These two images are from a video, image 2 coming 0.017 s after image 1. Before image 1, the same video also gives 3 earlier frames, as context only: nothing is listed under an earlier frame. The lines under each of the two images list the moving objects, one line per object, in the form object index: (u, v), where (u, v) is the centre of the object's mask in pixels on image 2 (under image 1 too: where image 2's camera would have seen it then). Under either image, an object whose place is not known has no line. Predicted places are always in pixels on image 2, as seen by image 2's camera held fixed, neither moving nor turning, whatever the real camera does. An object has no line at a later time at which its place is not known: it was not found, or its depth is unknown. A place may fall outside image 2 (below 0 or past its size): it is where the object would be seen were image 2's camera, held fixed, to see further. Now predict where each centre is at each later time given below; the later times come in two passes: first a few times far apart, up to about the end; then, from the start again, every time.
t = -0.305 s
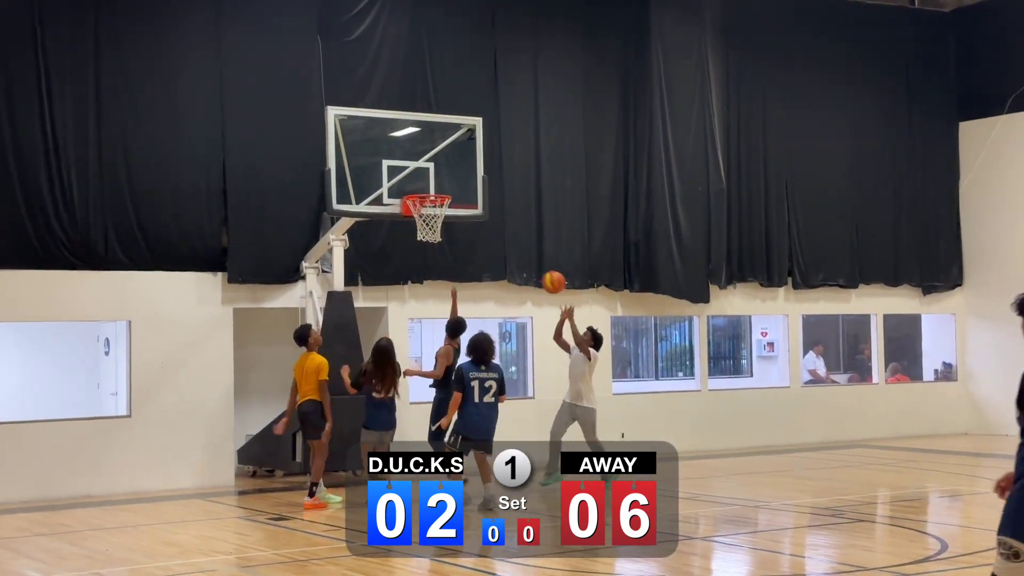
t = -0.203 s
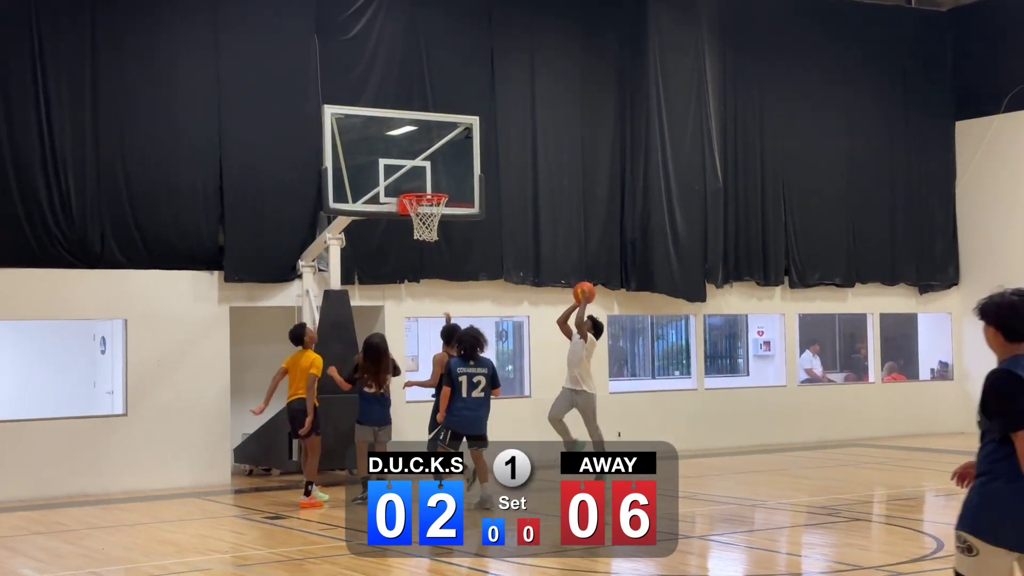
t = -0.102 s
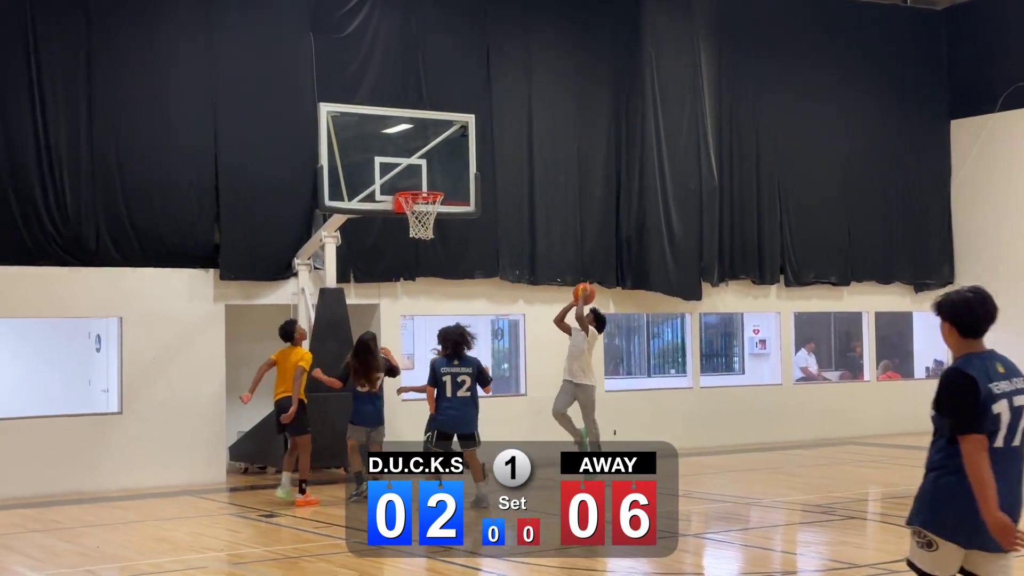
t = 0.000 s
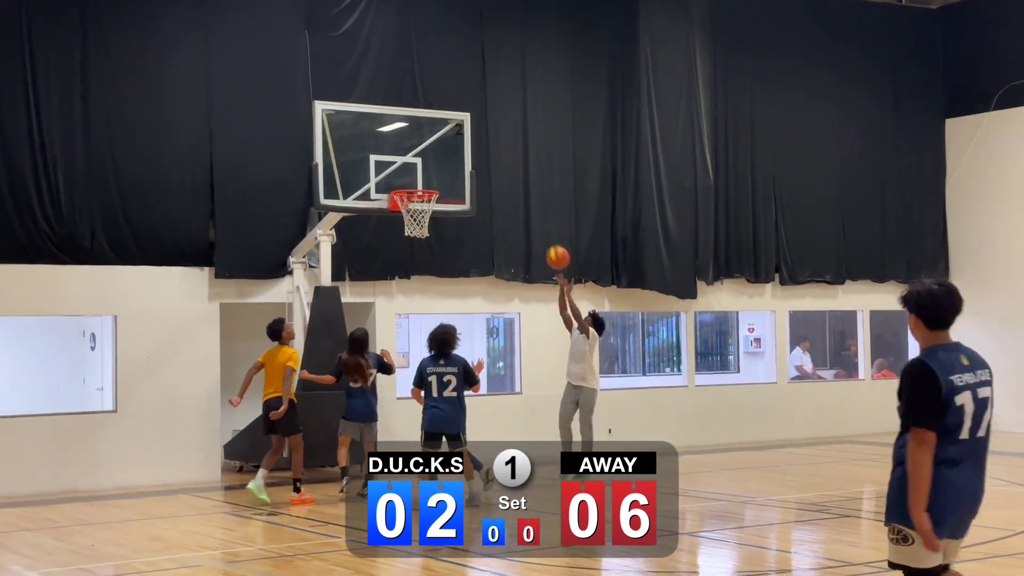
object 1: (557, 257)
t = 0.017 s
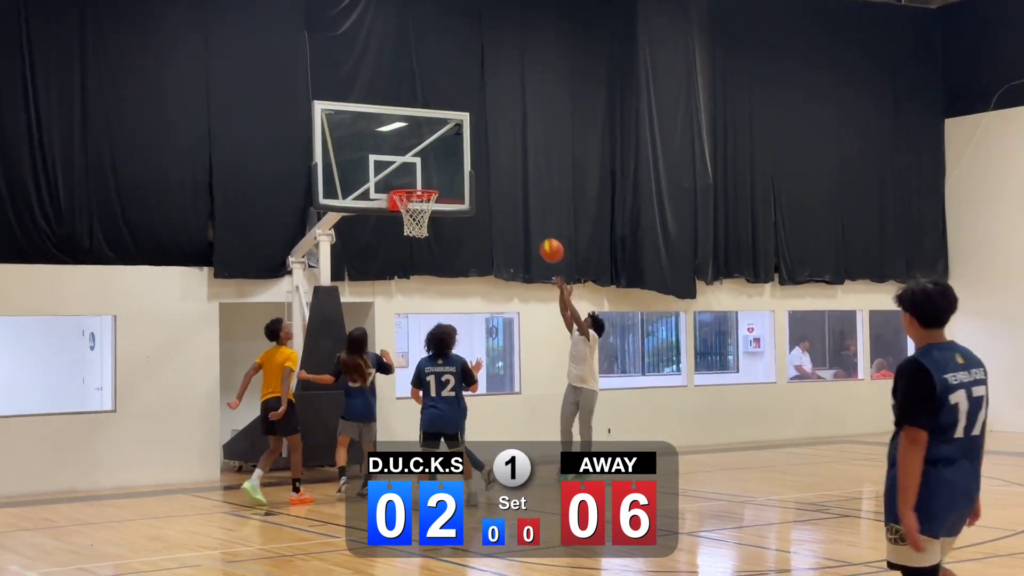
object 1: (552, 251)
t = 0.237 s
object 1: (484, 185)
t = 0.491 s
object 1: (432, 162)
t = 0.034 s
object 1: (547, 244)
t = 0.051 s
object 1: (541, 238)
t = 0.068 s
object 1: (536, 231)
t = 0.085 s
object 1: (531, 226)
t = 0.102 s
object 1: (526, 220)
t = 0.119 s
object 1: (520, 215)
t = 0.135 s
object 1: (515, 210)
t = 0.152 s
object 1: (510, 205)
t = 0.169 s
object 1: (504, 200)
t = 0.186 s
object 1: (499, 196)
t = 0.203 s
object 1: (494, 192)
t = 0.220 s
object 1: (489, 188)
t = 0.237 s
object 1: (484, 185)
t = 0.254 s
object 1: (479, 182)
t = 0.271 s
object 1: (473, 179)
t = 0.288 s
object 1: (468, 176)
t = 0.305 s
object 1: (463, 173)
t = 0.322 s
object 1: (457, 171)
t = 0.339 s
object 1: (452, 169)
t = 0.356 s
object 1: (447, 167)
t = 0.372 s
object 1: (442, 166)
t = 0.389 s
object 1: (439, 165)
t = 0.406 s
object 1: (438, 164)
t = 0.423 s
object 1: (437, 163)
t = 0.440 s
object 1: (436, 162)
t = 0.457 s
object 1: (434, 162)
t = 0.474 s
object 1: (433, 162)
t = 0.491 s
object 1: (432, 162)
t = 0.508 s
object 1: (431, 163)
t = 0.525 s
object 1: (430, 164)
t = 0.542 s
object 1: (429, 165)
